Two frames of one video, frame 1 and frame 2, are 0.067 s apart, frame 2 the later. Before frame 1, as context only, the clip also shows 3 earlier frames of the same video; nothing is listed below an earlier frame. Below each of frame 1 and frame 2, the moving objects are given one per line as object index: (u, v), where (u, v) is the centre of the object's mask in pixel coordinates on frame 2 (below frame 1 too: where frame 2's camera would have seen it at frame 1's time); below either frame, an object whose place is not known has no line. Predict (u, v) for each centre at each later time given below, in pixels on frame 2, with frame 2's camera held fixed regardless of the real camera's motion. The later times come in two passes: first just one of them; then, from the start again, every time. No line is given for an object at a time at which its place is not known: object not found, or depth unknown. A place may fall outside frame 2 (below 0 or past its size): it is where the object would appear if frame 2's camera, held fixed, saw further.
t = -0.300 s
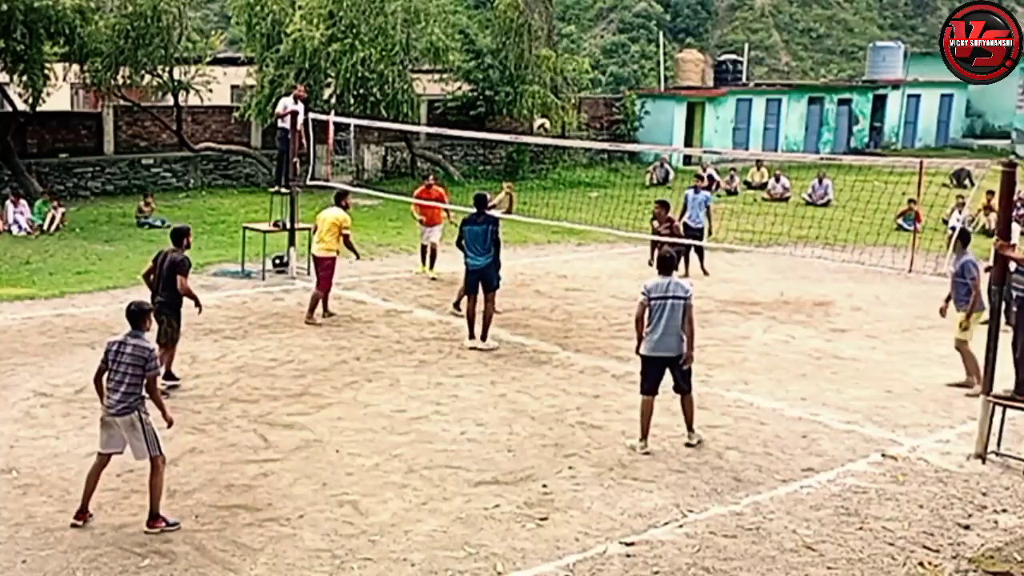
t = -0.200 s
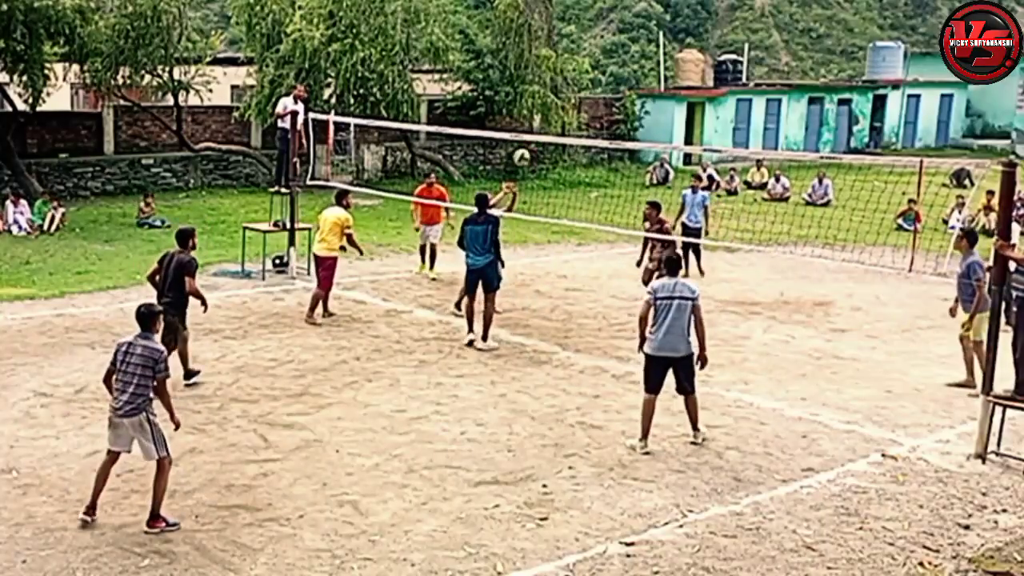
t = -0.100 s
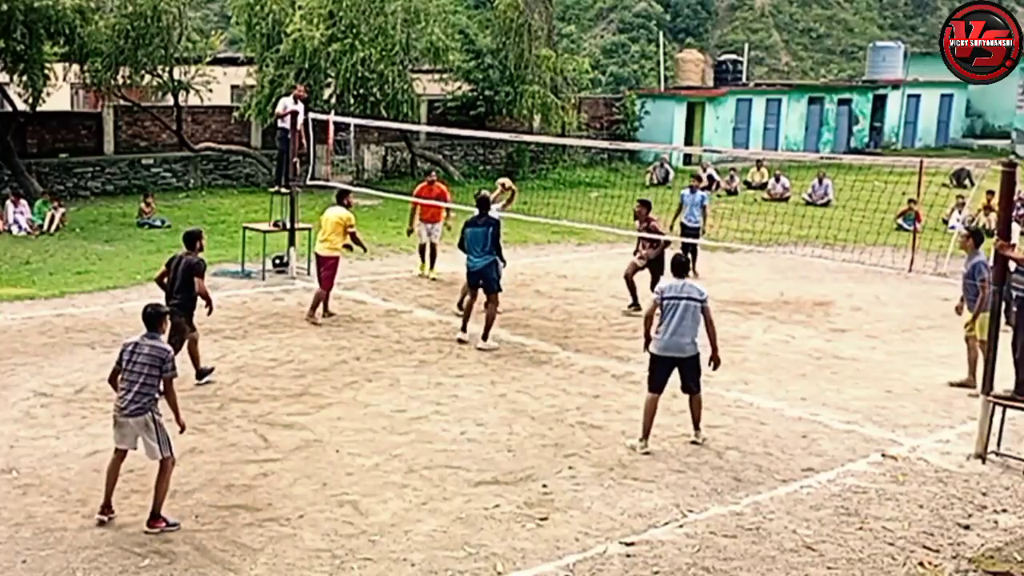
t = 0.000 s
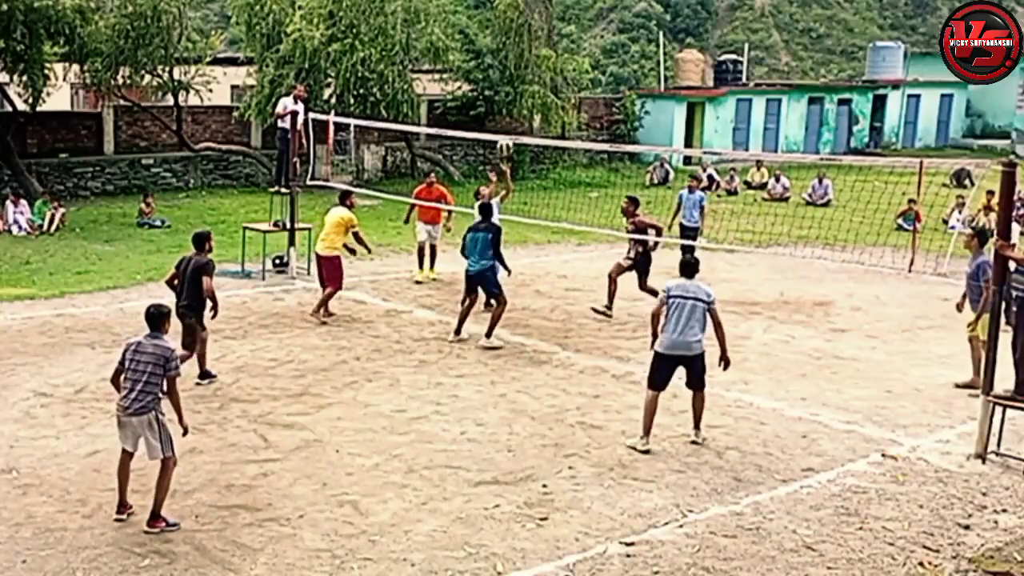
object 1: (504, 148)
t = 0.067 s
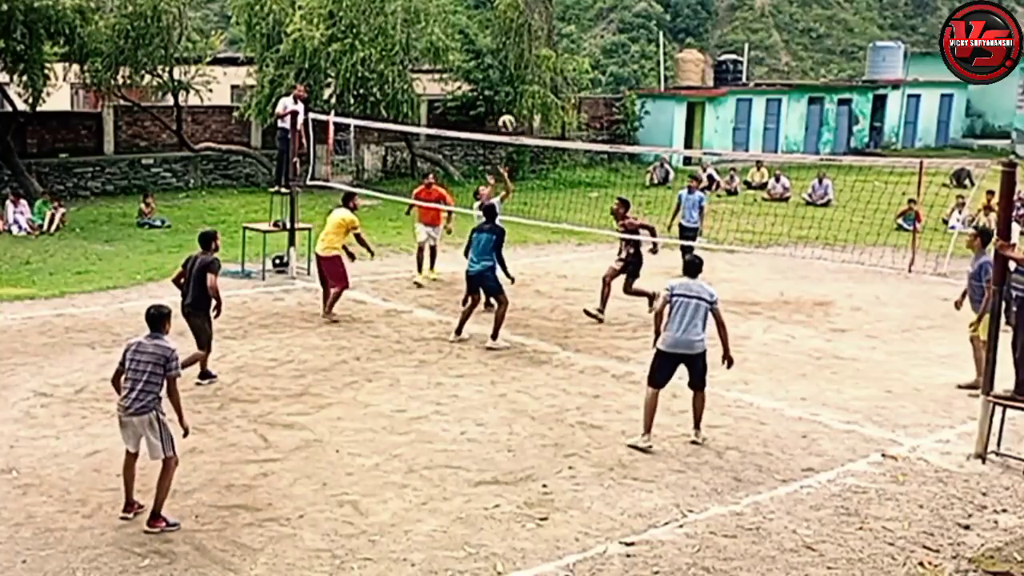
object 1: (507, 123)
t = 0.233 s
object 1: (510, 78)
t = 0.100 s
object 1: (508, 111)
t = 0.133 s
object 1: (508, 103)
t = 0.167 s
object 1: (509, 94)
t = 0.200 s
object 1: (509, 84)
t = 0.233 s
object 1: (510, 78)
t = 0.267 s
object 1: (511, 72)
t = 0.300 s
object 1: (511, 67)
